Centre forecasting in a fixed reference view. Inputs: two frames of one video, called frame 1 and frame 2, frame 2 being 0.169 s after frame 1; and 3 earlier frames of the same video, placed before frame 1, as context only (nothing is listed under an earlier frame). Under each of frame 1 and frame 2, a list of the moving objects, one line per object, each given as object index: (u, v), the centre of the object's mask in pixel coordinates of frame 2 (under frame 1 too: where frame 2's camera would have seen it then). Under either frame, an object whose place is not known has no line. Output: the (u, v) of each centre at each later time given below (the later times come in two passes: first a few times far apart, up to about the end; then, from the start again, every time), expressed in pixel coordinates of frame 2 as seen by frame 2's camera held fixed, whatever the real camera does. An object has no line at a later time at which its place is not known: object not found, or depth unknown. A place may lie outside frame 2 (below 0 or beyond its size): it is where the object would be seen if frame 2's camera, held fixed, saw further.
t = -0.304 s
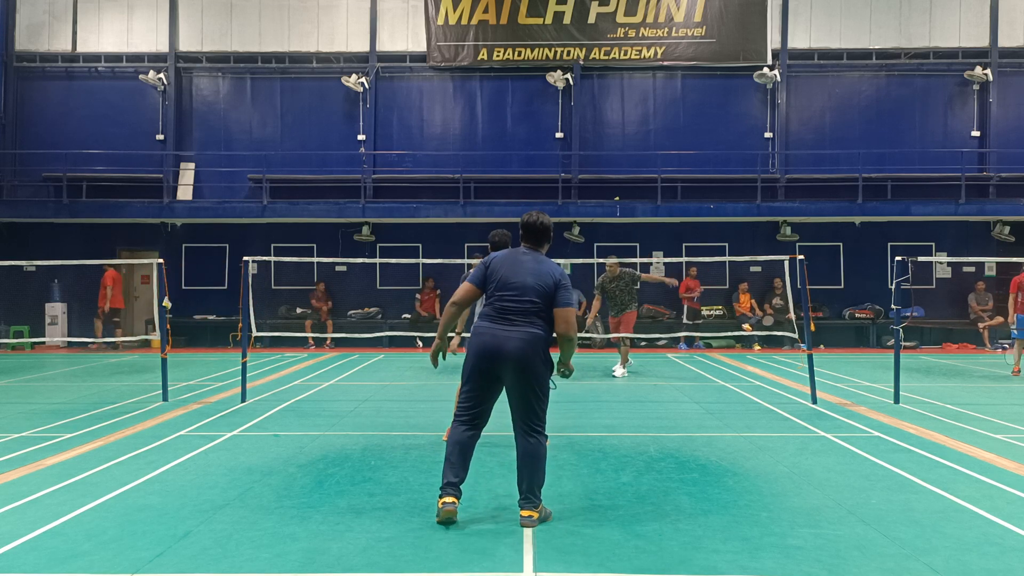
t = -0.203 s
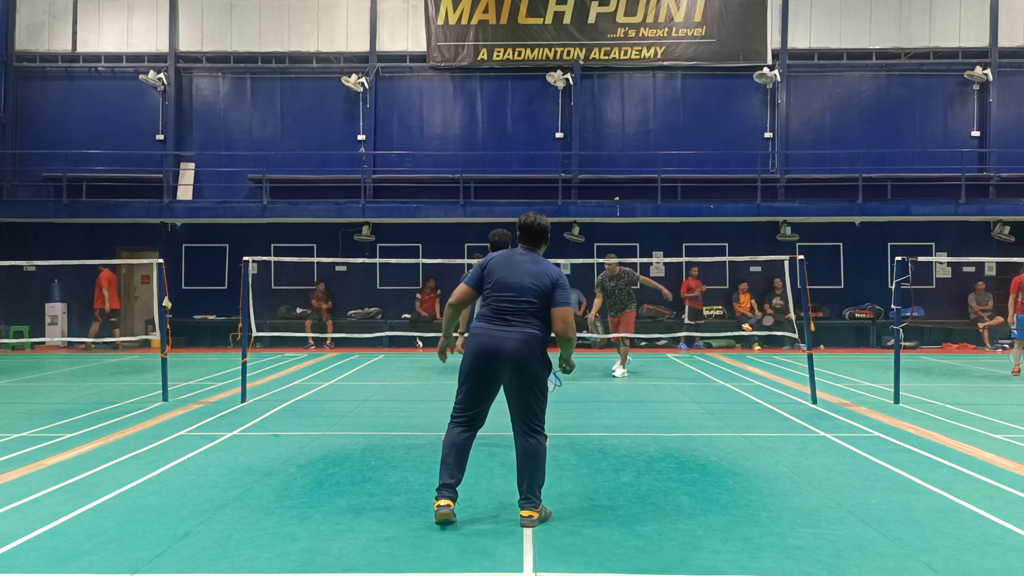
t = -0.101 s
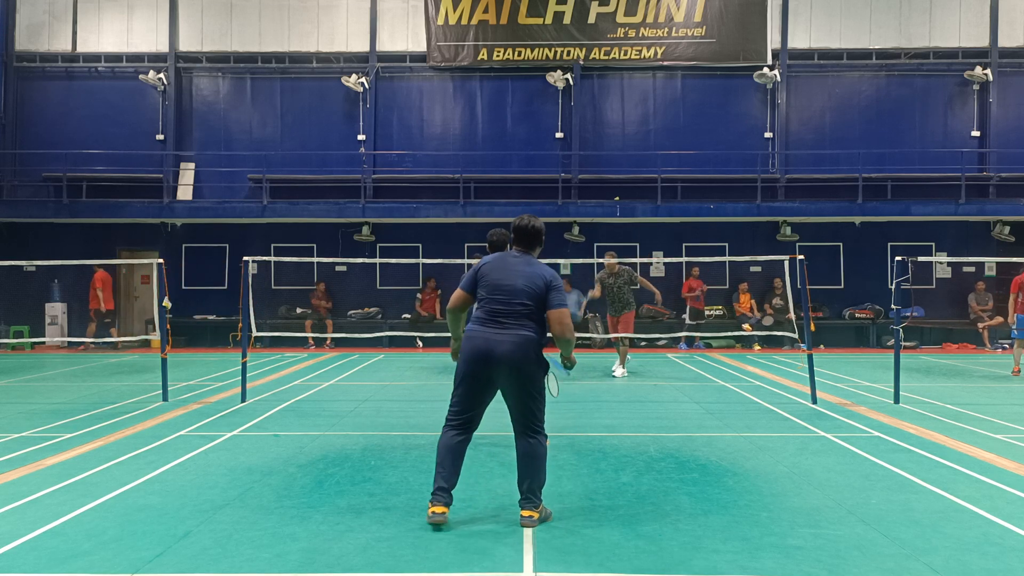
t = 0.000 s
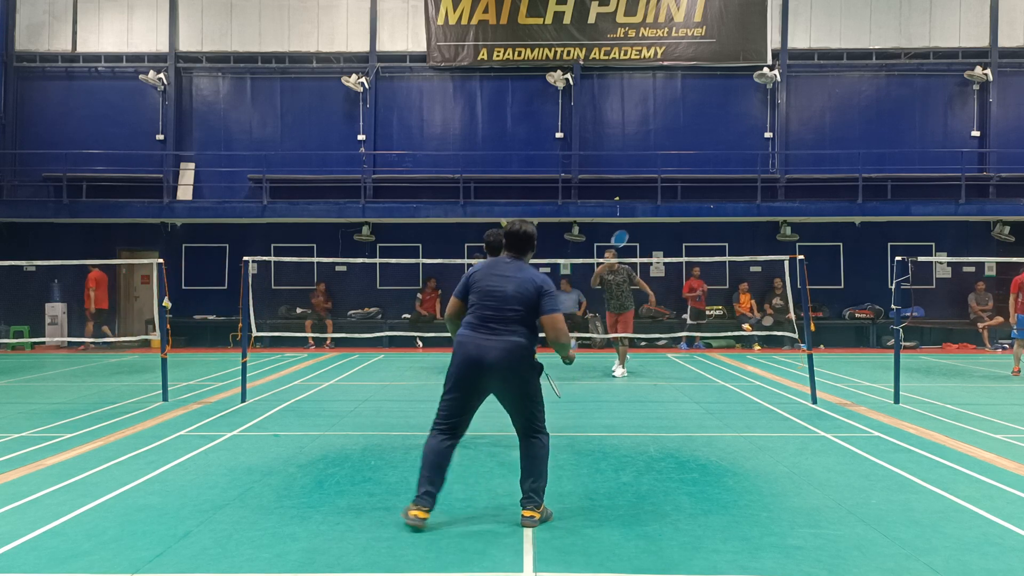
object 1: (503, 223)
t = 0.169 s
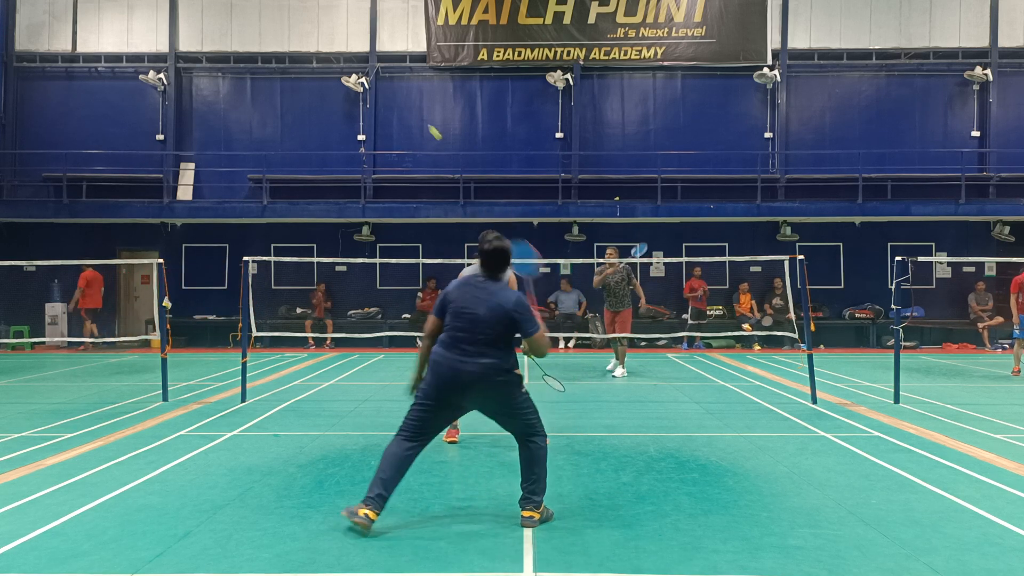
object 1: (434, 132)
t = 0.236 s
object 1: (407, 104)
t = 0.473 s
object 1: (311, 45)
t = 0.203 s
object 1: (420, 117)
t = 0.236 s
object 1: (407, 104)
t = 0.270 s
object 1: (393, 92)
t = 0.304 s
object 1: (380, 81)
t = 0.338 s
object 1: (366, 71)
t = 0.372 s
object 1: (353, 62)
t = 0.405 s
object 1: (340, 56)
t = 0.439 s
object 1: (326, 50)
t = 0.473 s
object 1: (311, 45)
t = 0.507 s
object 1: (297, 42)
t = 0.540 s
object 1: (283, 40)
